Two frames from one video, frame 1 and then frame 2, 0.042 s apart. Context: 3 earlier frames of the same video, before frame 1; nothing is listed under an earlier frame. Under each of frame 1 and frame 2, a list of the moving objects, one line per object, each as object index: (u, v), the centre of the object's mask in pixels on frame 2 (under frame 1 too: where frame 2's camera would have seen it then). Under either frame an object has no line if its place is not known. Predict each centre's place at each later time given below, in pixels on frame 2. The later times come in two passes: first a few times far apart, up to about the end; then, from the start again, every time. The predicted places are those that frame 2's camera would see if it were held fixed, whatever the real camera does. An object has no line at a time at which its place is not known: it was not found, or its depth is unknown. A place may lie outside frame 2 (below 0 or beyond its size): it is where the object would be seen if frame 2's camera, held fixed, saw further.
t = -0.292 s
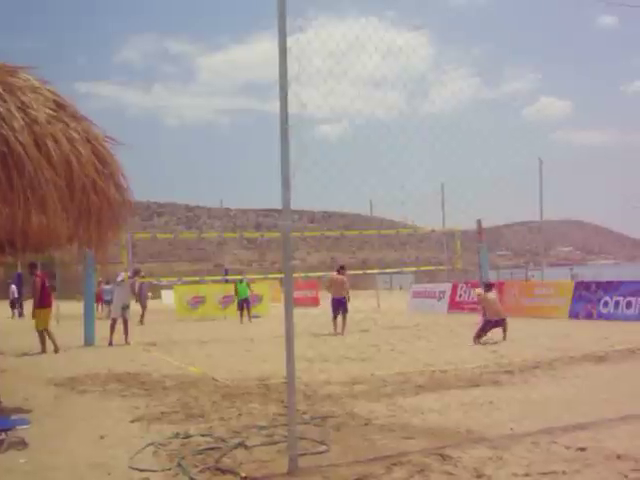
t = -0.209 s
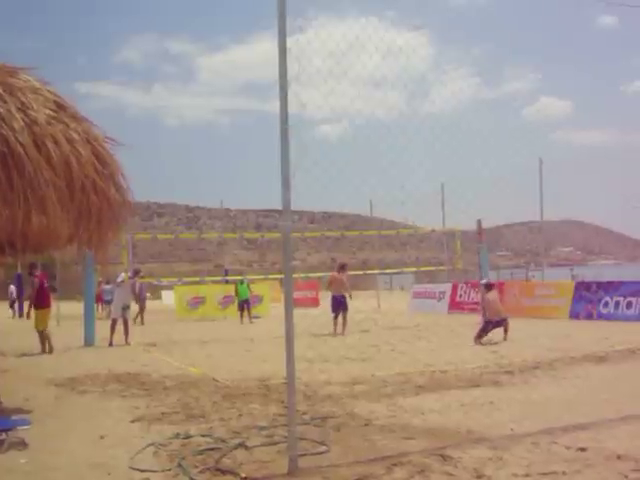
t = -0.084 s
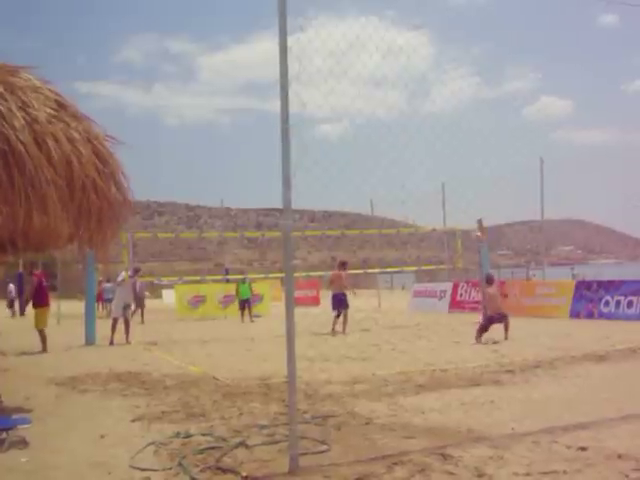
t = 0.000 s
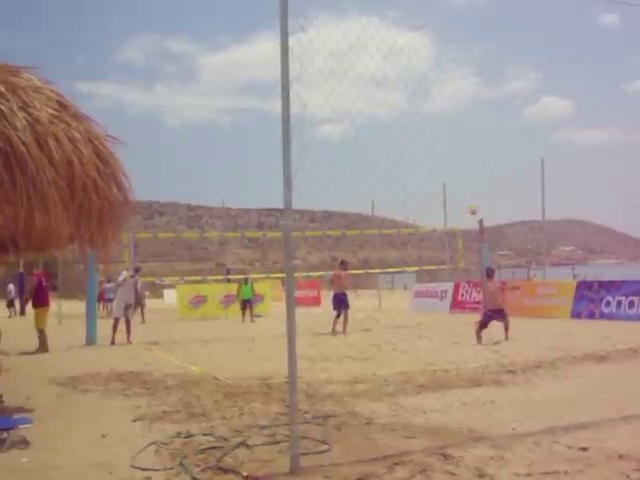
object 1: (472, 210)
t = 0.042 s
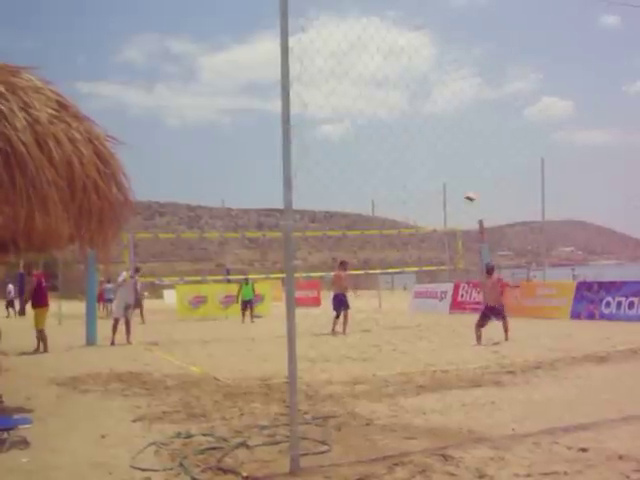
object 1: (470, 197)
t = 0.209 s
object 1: (459, 162)
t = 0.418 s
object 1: (448, 136)
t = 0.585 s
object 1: (439, 129)
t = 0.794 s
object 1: (431, 141)
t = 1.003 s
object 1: (422, 170)
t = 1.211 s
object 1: (414, 219)
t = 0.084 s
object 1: (467, 188)
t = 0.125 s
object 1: (465, 179)
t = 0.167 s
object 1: (462, 170)
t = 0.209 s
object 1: (459, 162)
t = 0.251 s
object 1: (457, 155)
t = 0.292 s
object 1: (455, 148)
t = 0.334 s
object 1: (452, 143)
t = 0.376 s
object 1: (450, 140)
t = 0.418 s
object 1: (448, 136)
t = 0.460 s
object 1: (445, 134)
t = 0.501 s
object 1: (444, 132)
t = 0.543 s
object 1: (441, 131)
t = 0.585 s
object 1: (439, 129)
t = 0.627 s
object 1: (437, 132)
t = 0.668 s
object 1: (436, 131)
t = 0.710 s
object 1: (433, 134)
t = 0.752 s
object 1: (432, 137)
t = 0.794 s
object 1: (431, 141)
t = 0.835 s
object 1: (428, 144)
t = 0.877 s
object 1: (427, 150)
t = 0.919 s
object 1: (425, 156)
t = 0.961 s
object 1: (423, 162)
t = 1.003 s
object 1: (422, 170)
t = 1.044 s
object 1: (421, 178)
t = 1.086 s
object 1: (418, 188)
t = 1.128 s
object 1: (417, 196)
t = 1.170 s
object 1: (416, 207)
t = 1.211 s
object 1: (414, 219)
